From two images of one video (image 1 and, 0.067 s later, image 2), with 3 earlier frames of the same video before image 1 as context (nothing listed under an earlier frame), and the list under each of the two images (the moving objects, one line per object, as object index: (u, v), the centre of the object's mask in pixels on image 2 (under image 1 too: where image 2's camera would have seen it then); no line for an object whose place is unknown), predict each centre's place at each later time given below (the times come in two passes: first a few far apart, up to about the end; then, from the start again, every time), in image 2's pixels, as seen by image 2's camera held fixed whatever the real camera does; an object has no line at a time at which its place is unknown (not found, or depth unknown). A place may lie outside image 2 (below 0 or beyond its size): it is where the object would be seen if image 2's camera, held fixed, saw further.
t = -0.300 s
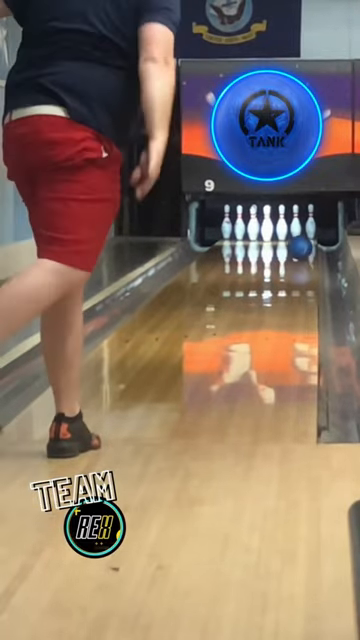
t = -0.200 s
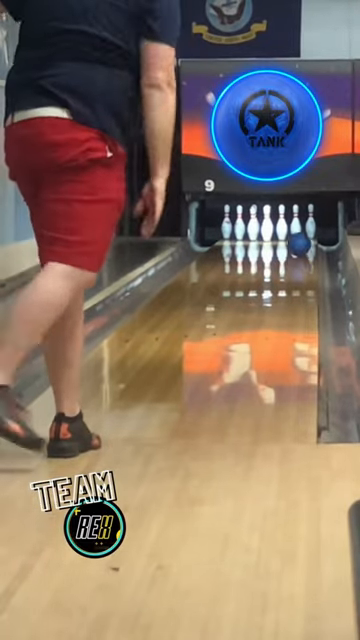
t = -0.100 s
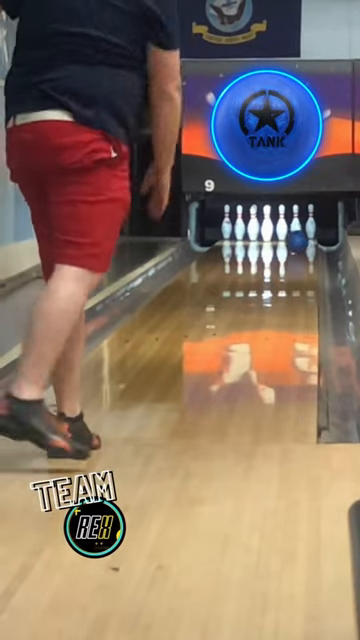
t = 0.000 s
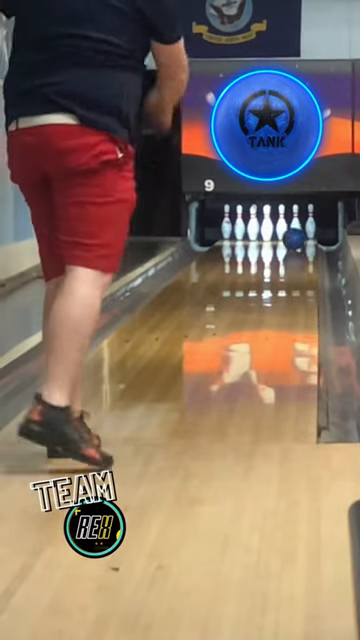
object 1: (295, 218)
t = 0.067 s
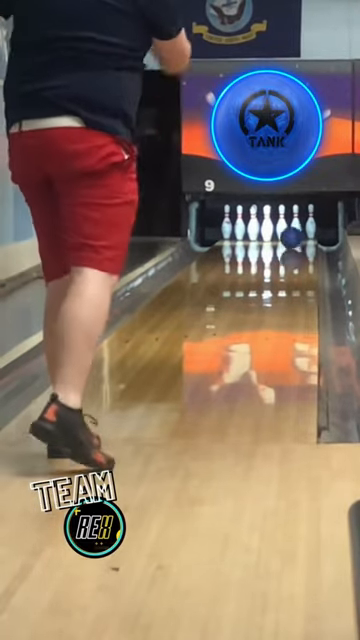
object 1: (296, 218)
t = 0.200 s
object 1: (296, 222)
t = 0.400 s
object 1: (296, 223)
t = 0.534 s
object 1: (320, 224)
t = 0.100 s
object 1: (296, 218)
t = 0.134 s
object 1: (296, 219)
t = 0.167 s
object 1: (296, 221)
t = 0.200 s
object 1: (296, 222)
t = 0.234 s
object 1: (296, 223)
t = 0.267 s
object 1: (296, 223)
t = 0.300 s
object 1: (296, 224)
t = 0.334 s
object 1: (296, 224)
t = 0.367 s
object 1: (296, 224)
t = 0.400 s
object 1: (296, 223)
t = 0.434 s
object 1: (299, 223)
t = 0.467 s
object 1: (306, 225)
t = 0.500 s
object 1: (317, 223)
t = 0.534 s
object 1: (320, 224)
